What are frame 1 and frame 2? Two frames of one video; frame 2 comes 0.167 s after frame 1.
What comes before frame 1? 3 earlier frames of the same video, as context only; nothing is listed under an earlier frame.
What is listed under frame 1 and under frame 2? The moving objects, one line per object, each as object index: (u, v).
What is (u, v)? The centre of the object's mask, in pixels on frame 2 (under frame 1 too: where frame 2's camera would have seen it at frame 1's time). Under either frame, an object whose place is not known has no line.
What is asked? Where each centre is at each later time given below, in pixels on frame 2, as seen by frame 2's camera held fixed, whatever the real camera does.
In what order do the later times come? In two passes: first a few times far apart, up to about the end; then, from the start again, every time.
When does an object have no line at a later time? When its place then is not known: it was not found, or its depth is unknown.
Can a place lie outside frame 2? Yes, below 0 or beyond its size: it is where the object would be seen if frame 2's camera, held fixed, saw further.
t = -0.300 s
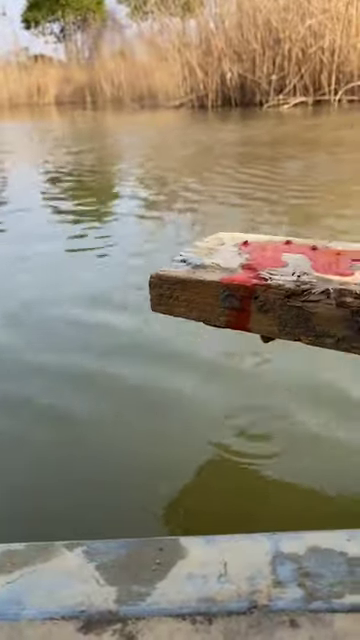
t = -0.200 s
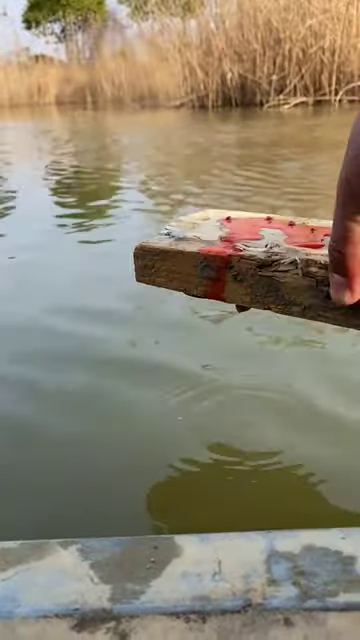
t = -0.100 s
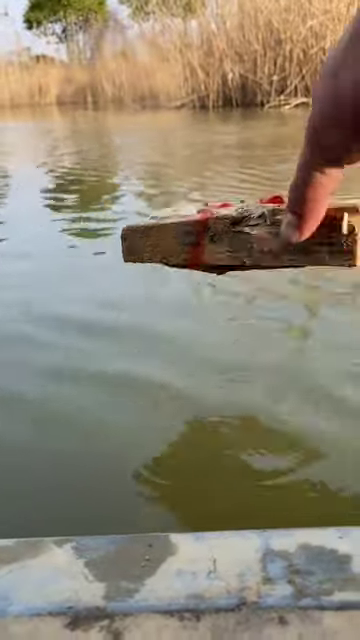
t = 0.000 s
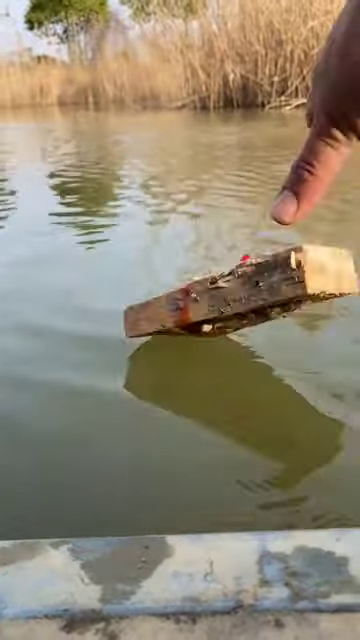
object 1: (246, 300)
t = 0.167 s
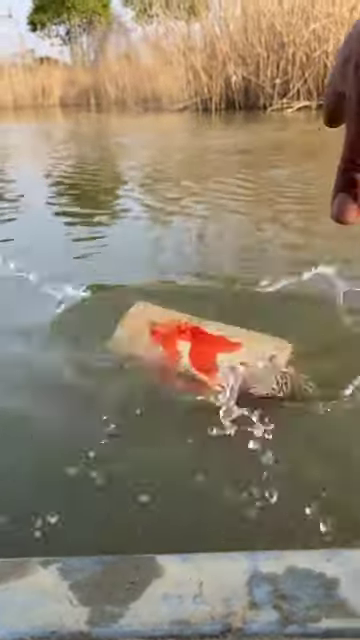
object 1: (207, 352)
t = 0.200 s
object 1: (192, 346)
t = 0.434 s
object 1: (169, 332)
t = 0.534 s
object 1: (157, 337)
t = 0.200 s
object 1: (192, 346)
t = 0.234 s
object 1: (190, 342)
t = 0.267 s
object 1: (187, 340)
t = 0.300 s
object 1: (185, 334)
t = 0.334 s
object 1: (185, 327)
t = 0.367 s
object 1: (174, 331)
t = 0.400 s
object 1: (174, 332)
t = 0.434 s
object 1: (169, 332)
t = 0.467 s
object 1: (170, 333)
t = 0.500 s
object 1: (166, 336)
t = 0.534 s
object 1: (157, 337)
